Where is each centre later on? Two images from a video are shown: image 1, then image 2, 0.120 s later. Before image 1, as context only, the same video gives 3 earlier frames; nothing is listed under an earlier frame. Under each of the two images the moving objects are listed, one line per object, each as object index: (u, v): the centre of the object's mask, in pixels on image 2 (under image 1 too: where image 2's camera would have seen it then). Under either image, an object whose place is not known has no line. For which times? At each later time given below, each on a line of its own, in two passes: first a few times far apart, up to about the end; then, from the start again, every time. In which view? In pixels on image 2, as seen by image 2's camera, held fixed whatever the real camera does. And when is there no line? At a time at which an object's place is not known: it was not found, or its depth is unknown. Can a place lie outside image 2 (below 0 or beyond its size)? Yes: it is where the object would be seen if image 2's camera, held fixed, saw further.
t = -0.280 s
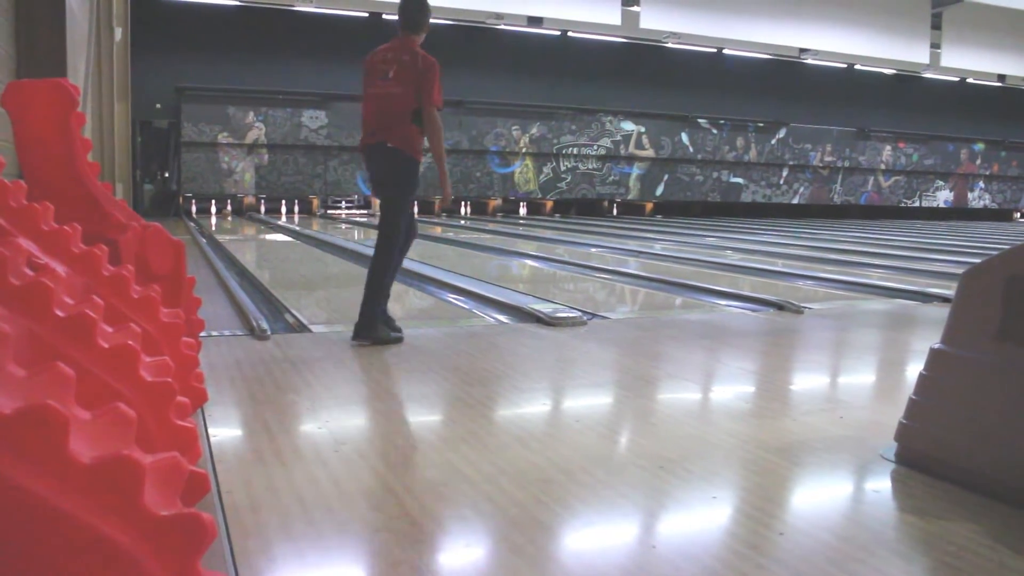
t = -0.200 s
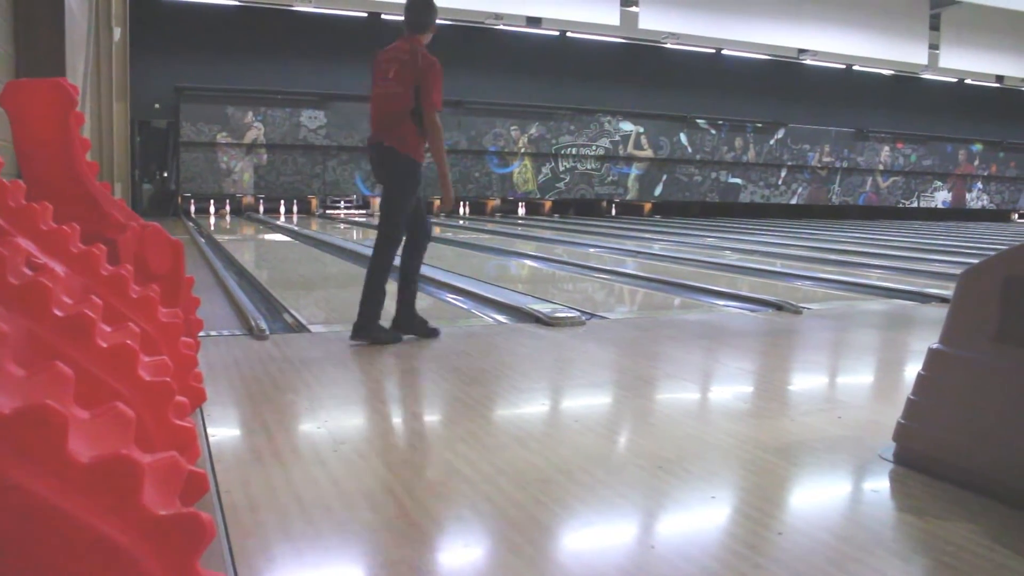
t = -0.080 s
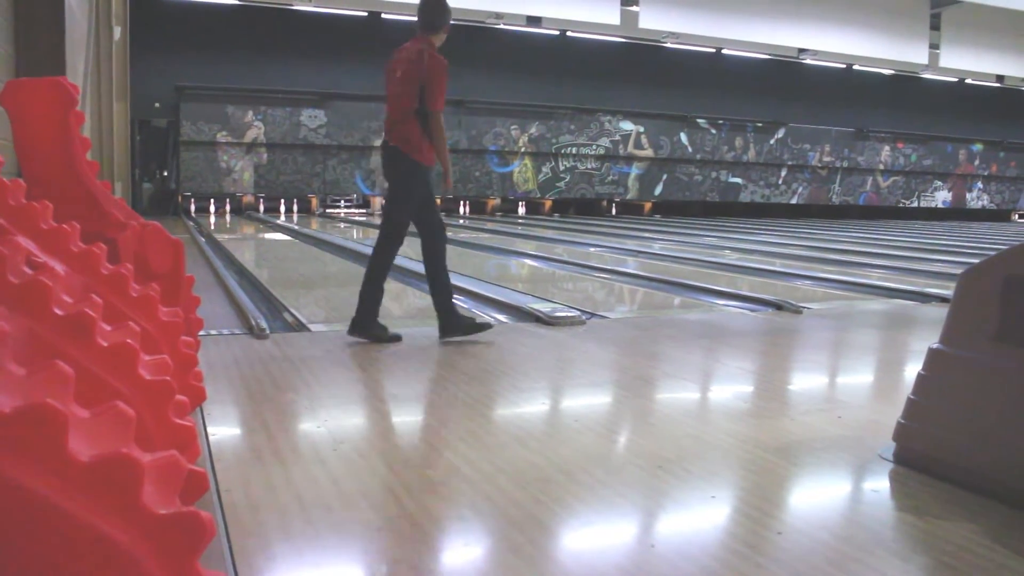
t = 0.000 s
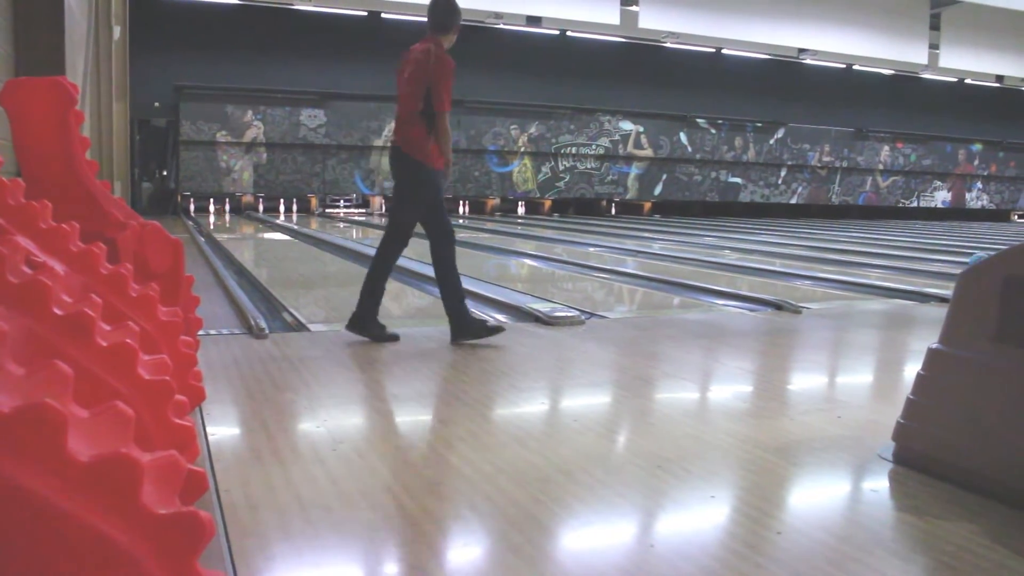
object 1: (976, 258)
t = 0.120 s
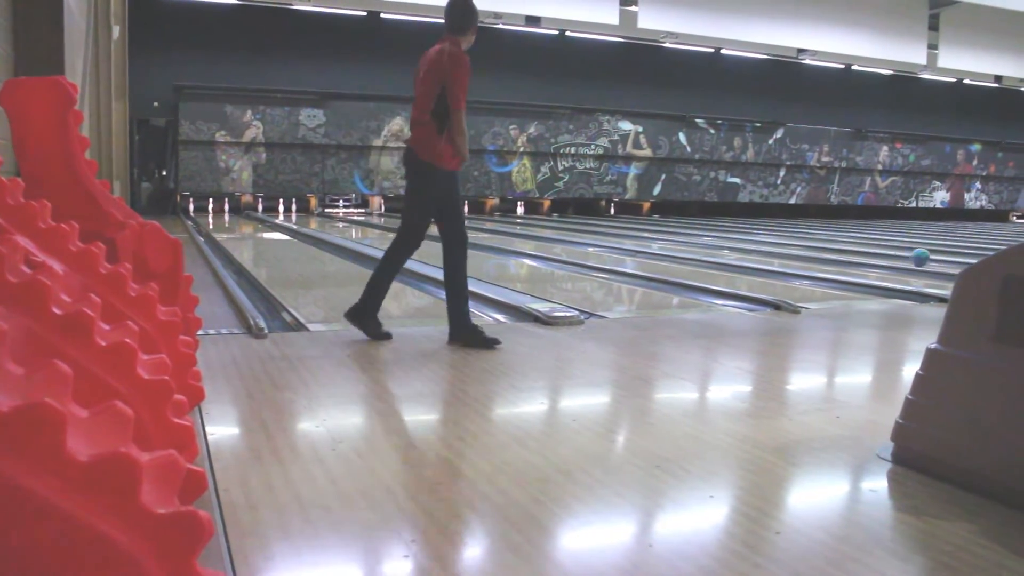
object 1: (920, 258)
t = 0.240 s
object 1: (869, 252)
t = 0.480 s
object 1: (785, 243)
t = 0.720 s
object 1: (718, 236)
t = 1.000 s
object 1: (655, 230)
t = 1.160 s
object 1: (625, 226)
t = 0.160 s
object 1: (903, 256)
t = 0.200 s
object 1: (885, 254)
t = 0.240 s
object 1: (869, 252)
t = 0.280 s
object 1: (854, 251)
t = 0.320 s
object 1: (838, 249)
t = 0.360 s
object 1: (825, 247)
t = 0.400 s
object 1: (811, 246)
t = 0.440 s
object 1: (797, 245)
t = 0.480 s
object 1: (785, 243)
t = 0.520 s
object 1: (772, 242)
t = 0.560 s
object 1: (761, 241)
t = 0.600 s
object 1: (749, 240)
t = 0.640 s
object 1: (738, 239)
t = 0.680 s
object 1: (728, 238)
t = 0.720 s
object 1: (718, 236)
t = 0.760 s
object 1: (708, 235)
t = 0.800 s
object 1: (699, 234)
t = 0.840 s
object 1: (689, 233)
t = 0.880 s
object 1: (680, 232)
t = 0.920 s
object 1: (672, 231)
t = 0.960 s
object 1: (663, 230)
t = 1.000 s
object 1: (655, 230)
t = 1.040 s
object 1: (647, 229)
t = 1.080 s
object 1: (639, 228)
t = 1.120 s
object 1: (632, 227)
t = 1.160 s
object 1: (625, 226)
